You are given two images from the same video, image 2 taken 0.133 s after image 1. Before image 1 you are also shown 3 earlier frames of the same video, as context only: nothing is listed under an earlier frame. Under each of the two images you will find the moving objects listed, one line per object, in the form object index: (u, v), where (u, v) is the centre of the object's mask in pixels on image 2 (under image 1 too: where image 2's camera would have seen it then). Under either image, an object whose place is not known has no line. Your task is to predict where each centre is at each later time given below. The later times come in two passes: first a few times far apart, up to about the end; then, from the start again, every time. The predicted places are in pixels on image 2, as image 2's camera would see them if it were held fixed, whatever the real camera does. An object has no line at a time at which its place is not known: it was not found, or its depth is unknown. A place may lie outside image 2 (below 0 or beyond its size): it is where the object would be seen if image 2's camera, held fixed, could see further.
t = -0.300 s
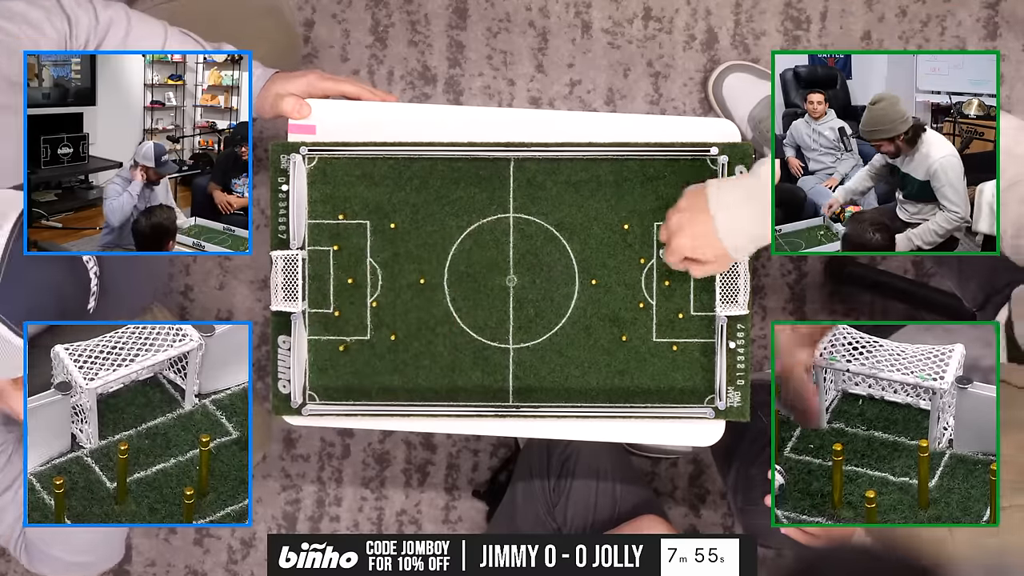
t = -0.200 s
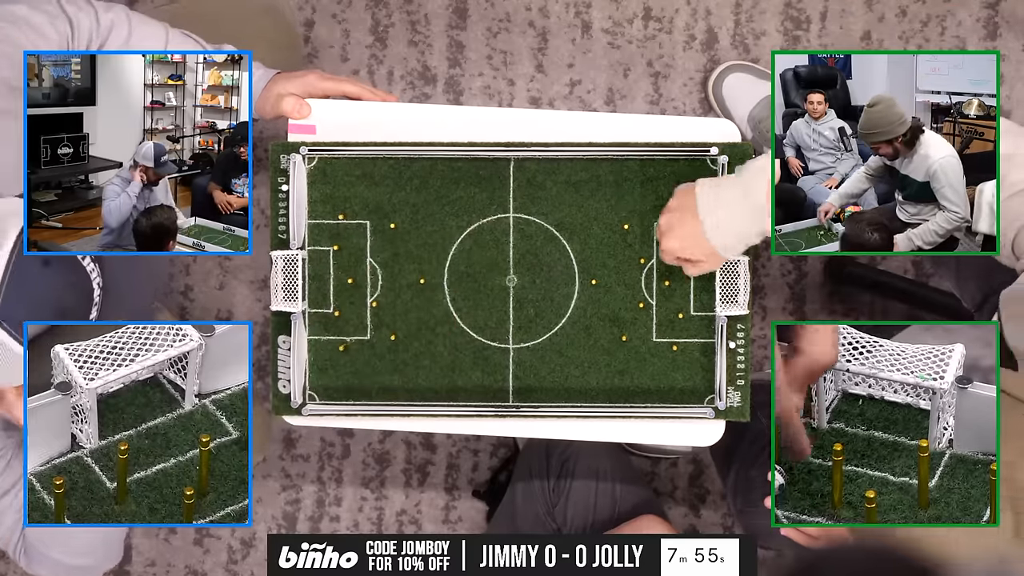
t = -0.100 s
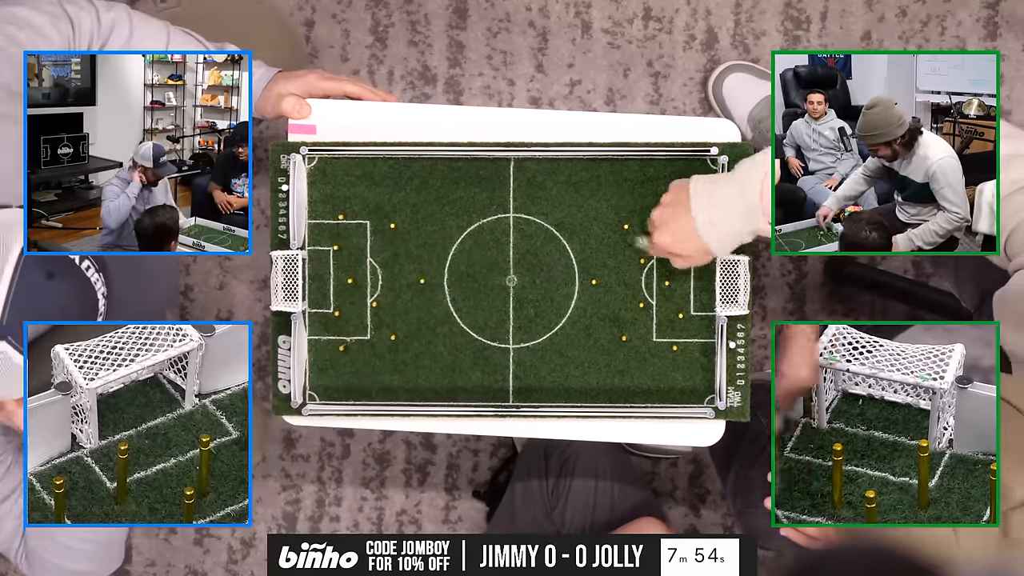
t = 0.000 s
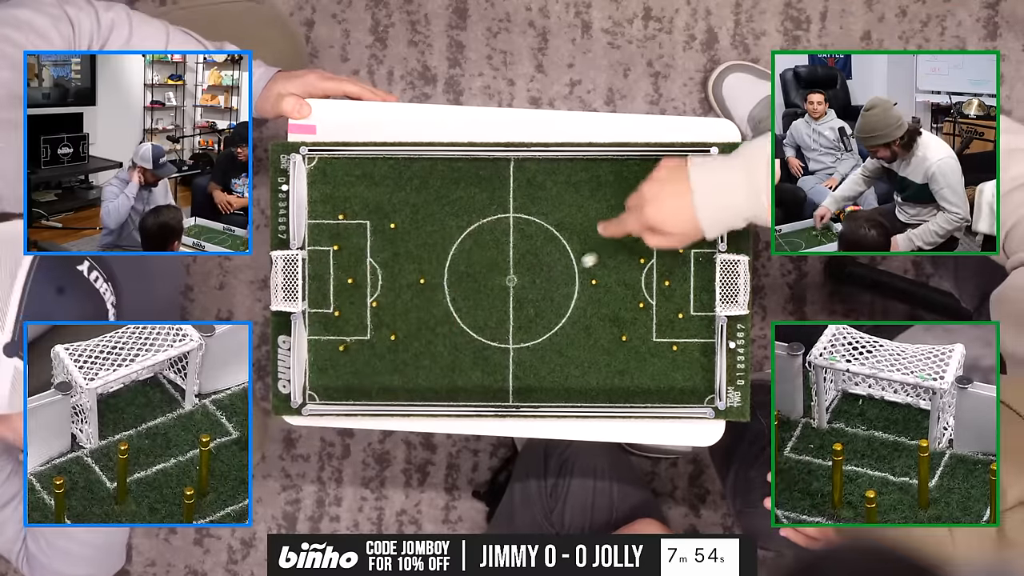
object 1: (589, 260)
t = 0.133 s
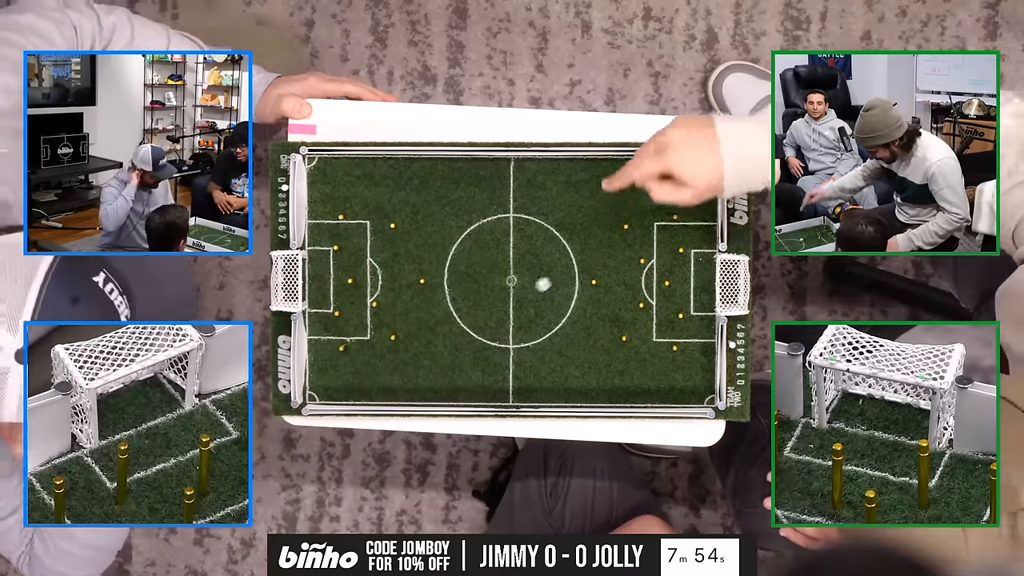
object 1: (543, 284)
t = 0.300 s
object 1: (501, 303)
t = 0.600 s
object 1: (465, 324)
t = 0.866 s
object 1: (464, 326)
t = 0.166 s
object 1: (533, 288)
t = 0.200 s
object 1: (524, 293)
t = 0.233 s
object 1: (516, 297)
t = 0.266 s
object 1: (508, 300)
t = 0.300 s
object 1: (501, 303)
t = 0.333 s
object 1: (495, 307)
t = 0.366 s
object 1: (490, 311)
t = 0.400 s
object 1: (484, 313)
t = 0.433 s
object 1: (480, 315)
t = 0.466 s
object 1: (476, 317)
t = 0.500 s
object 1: (473, 319)
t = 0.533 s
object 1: (470, 320)
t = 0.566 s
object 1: (467, 322)
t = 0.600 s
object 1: (465, 324)
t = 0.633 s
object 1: (463, 326)
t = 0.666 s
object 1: (462, 326)
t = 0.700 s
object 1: (461, 327)
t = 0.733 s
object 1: (461, 327)
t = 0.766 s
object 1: (462, 327)
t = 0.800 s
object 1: (462, 326)
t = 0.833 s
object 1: (463, 326)
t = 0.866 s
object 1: (464, 326)
